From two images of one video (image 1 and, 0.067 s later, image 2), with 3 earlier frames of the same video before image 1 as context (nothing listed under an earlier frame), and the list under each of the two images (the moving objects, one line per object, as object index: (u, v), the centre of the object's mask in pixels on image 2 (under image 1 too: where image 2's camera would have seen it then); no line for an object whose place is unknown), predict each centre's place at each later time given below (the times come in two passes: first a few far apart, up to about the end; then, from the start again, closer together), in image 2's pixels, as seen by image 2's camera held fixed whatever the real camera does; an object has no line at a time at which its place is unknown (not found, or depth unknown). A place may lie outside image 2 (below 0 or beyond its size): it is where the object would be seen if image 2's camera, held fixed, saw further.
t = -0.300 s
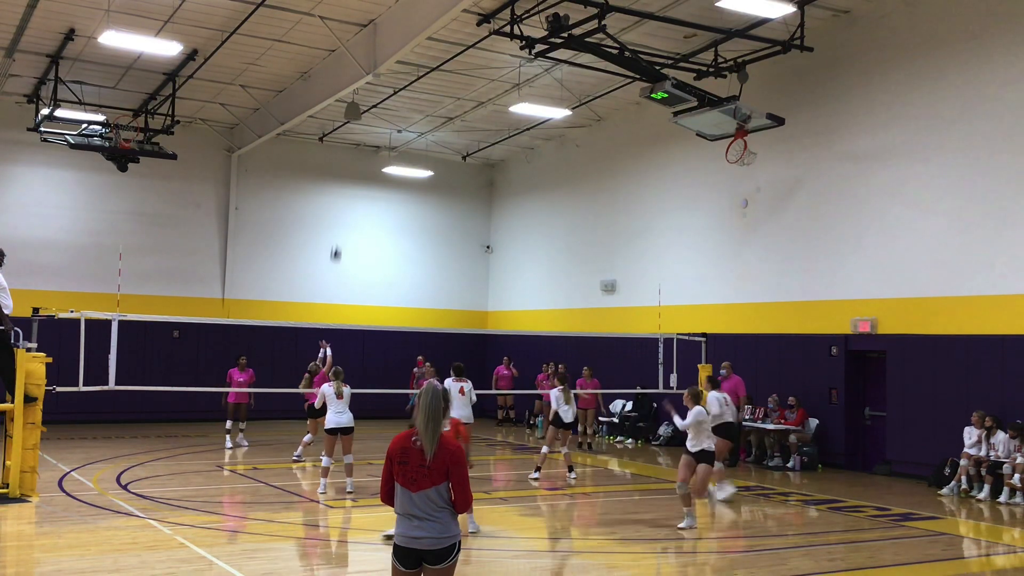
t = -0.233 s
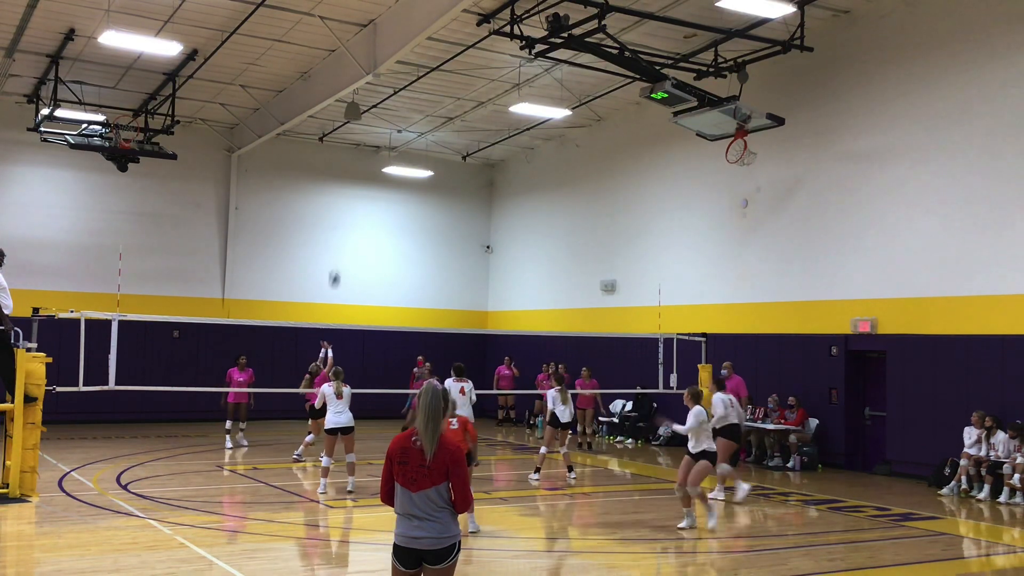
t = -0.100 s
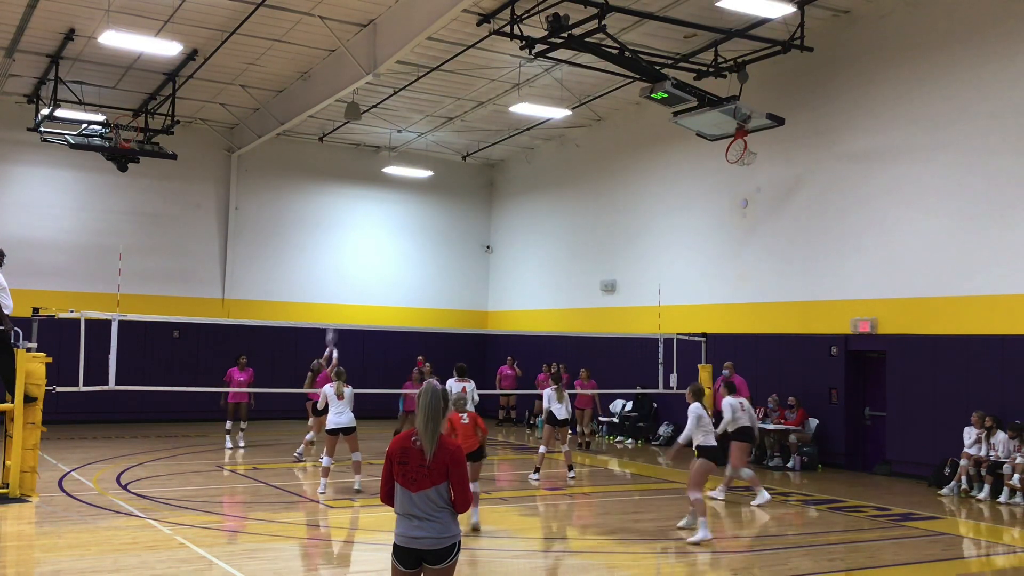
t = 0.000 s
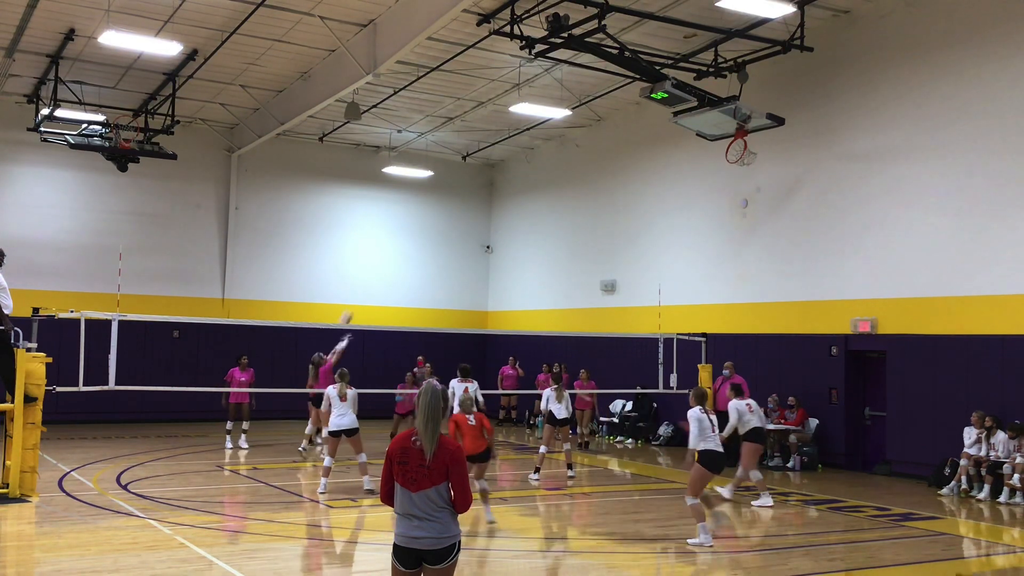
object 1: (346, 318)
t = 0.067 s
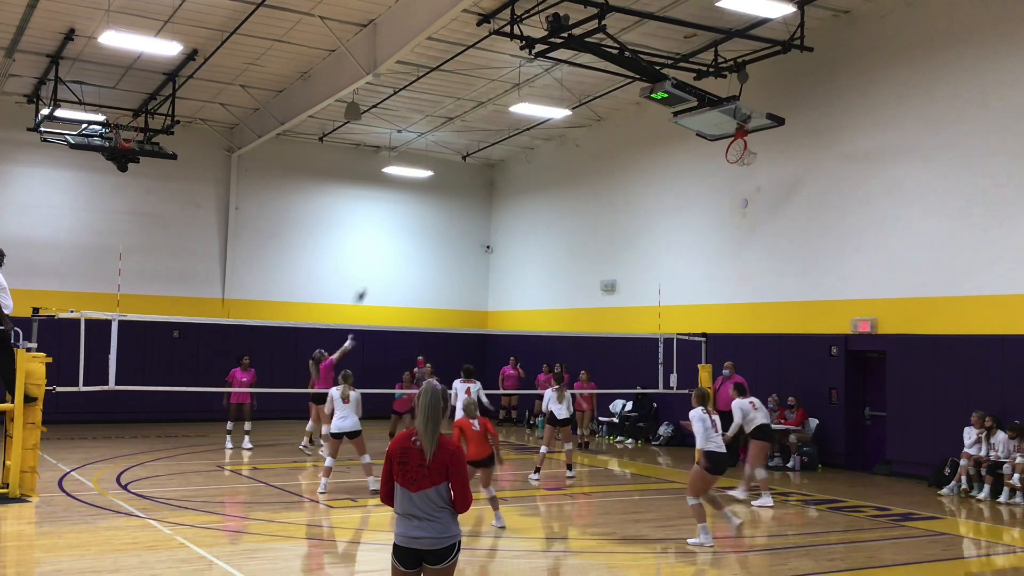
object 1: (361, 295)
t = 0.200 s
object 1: (387, 255)
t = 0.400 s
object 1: (424, 218)
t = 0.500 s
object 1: (442, 211)
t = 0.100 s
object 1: (368, 284)
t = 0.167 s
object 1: (381, 264)
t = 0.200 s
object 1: (387, 255)
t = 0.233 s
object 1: (394, 247)
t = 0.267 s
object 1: (400, 240)
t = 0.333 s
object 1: (412, 228)
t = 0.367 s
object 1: (418, 224)
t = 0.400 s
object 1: (424, 218)
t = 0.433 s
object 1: (430, 216)
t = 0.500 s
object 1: (442, 211)
